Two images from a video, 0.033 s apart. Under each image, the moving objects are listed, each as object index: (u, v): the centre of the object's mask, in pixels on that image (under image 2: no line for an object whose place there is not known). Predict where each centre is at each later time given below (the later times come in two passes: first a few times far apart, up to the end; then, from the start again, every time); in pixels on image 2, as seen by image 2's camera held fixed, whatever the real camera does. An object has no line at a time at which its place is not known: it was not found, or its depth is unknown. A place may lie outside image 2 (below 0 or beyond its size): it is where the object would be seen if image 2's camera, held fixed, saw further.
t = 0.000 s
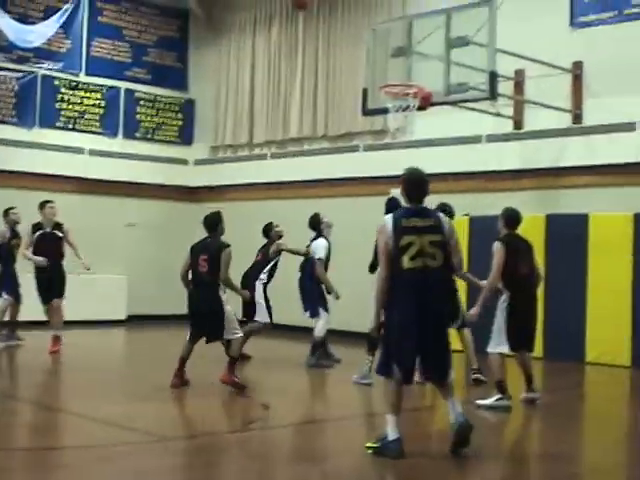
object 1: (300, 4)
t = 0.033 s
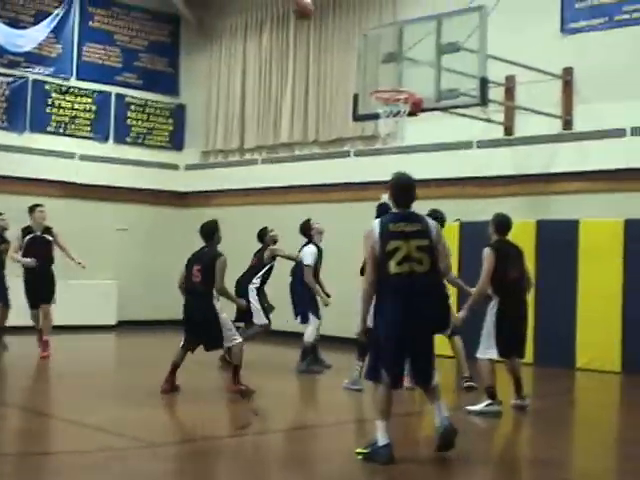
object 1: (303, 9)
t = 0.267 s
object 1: (387, 67)
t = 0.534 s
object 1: (369, 60)
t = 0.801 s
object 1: (351, 54)
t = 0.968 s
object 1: (339, 82)
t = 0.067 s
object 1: (315, 14)
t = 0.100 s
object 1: (327, 21)
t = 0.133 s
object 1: (339, 28)
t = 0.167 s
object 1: (351, 36)
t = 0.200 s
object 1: (362, 46)
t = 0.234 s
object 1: (375, 57)
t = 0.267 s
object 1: (387, 67)
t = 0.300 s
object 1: (399, 80)
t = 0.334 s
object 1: (402, 84)
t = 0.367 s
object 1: (389, 84)
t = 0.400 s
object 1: (377, 83)
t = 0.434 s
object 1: (375, 79)
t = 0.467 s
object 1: (373, 71)
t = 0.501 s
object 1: (371, 65)
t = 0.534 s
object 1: (369, 60)
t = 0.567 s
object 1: (367, 55)
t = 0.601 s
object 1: (364, 52)
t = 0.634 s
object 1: (362, 50)
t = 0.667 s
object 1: (360, 49)
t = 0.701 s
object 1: (358, 49)
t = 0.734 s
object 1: (356, 50)
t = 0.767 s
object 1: (354, 51)
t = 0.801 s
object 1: (351, 54)
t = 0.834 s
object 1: (349, 57)
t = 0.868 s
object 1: (347, 62)
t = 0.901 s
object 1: (344, 68)
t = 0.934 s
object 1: (341, 74)
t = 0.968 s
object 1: (339, 82)
